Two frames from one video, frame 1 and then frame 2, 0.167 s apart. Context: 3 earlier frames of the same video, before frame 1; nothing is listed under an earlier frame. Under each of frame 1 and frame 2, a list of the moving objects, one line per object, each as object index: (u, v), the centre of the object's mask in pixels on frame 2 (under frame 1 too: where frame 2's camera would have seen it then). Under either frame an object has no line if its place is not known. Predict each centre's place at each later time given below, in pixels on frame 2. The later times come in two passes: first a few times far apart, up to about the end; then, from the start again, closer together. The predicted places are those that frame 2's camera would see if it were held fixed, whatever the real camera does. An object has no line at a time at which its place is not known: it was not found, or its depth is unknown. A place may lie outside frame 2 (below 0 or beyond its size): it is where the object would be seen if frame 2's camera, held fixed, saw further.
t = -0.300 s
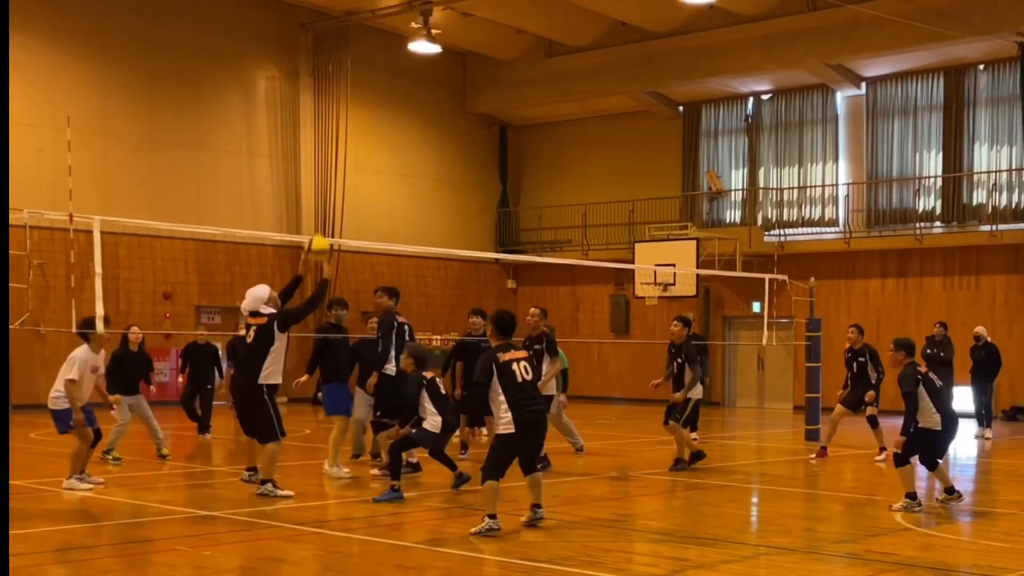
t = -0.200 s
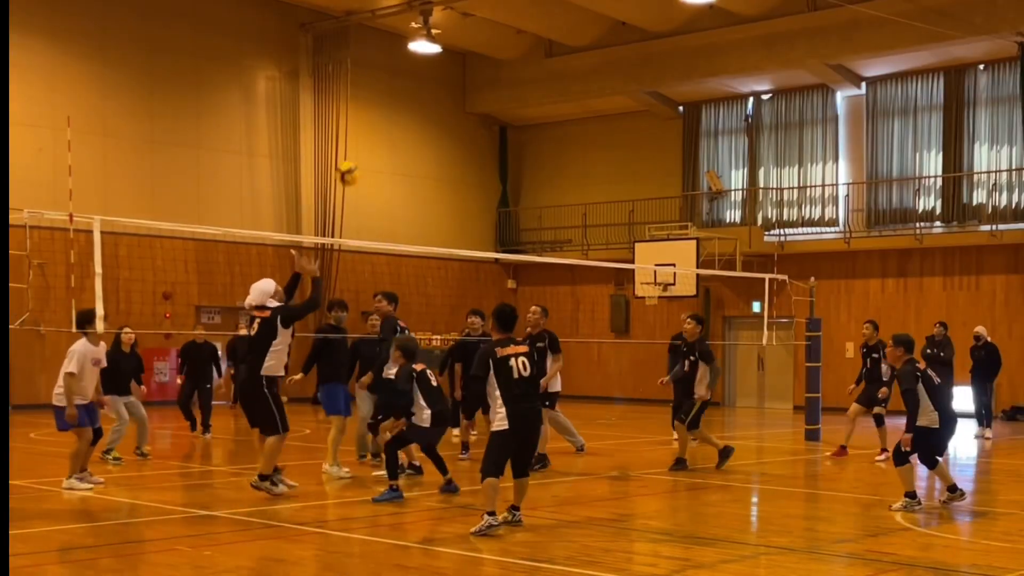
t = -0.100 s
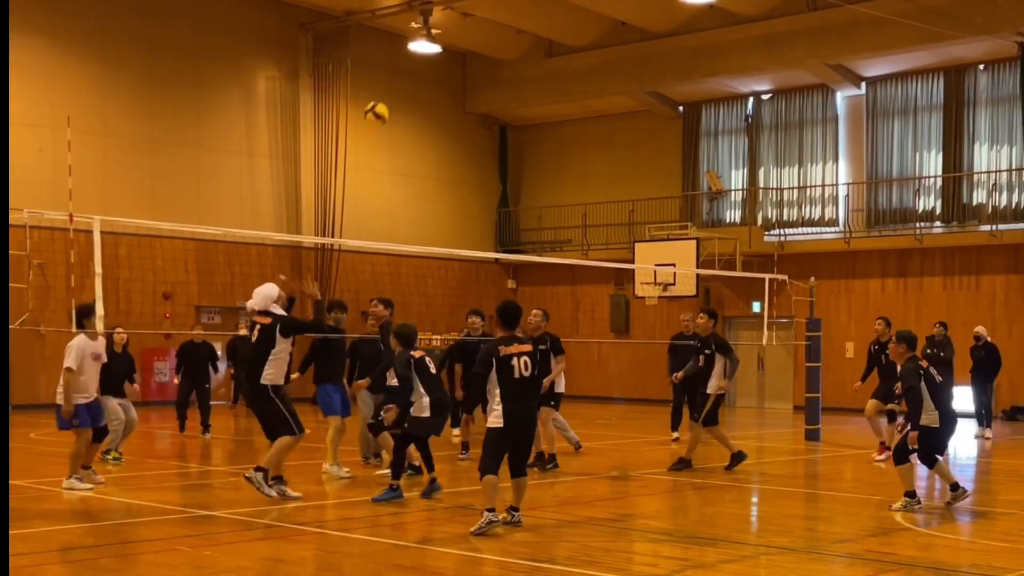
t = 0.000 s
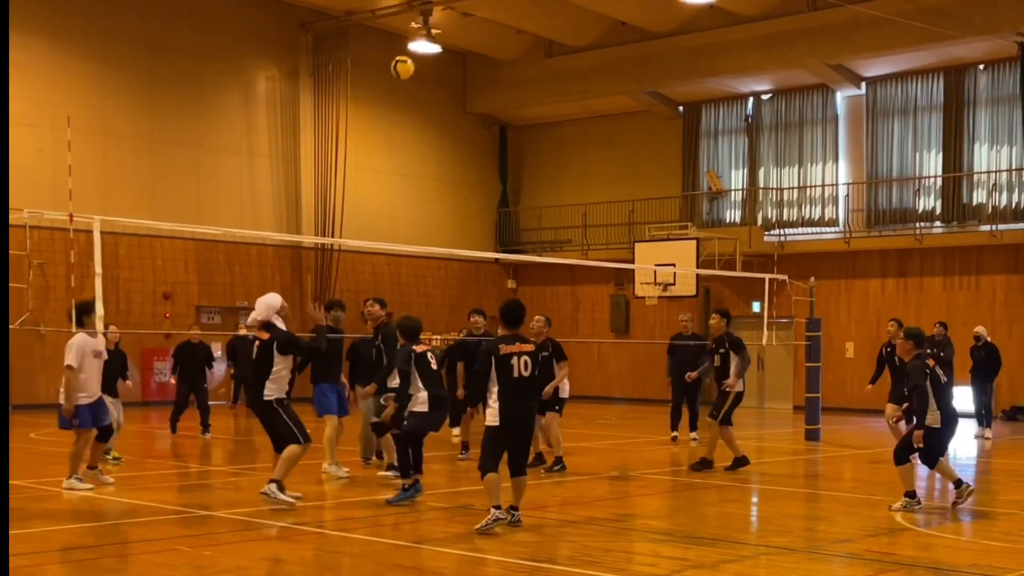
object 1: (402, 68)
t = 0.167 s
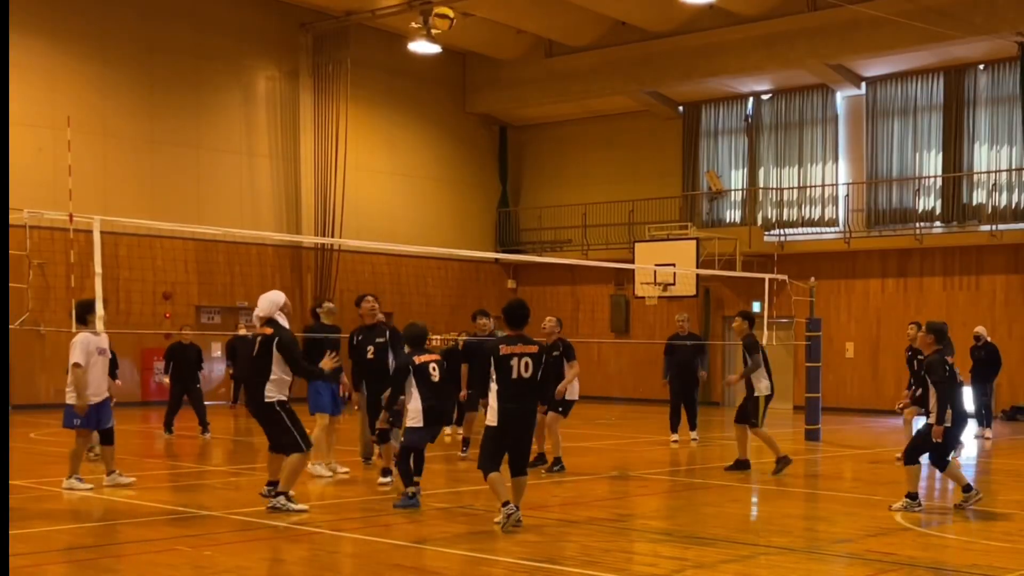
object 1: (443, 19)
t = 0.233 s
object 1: (459, 9)
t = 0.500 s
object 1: (517, 13)
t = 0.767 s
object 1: (568, 87)
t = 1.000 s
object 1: (609, 195)
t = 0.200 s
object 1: (452, 12)
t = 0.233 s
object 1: (459, 9)
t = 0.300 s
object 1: (474, 6)
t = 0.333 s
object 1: (482, 6)
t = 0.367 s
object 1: (489, 6)
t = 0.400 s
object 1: (497, 6)
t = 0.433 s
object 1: (503, 8)
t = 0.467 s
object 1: (510, 9)
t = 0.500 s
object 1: (517, 13)
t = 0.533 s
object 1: (524, 19)
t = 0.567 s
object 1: (530, 26)
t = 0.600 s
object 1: (537, 34)
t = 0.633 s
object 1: (543, 42)
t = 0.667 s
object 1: (549, 52)
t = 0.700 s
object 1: (555, 62)
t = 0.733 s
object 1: (562, 74)
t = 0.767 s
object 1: (568, 87)
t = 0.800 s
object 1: (574, 100)
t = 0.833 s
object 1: (580, 114)
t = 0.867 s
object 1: (586, 129)
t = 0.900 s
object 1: (592, 145)
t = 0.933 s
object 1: (598, 161)
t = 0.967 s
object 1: (603, 178)
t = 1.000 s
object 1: (609, 195)
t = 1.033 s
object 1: (614, 214)
